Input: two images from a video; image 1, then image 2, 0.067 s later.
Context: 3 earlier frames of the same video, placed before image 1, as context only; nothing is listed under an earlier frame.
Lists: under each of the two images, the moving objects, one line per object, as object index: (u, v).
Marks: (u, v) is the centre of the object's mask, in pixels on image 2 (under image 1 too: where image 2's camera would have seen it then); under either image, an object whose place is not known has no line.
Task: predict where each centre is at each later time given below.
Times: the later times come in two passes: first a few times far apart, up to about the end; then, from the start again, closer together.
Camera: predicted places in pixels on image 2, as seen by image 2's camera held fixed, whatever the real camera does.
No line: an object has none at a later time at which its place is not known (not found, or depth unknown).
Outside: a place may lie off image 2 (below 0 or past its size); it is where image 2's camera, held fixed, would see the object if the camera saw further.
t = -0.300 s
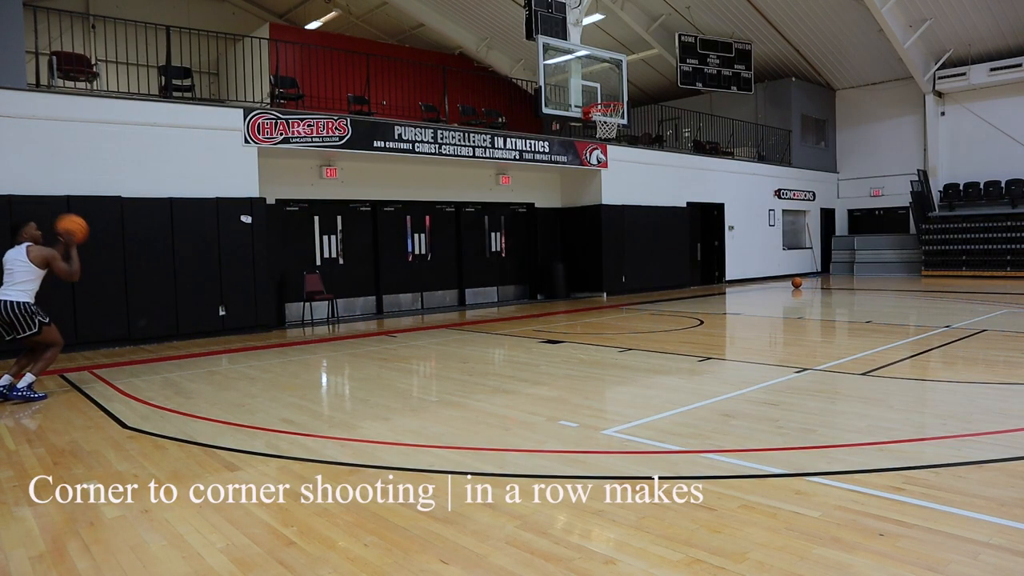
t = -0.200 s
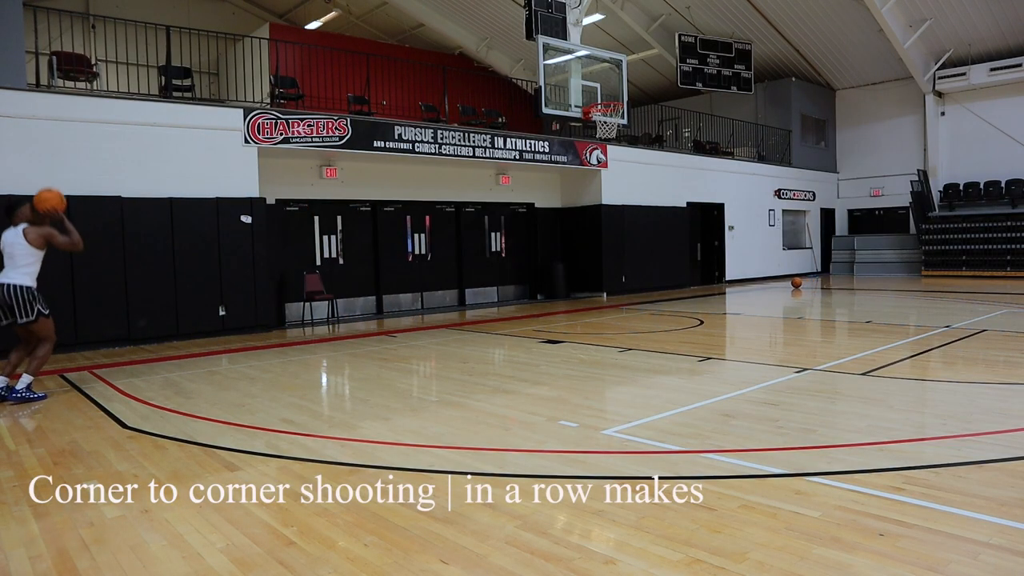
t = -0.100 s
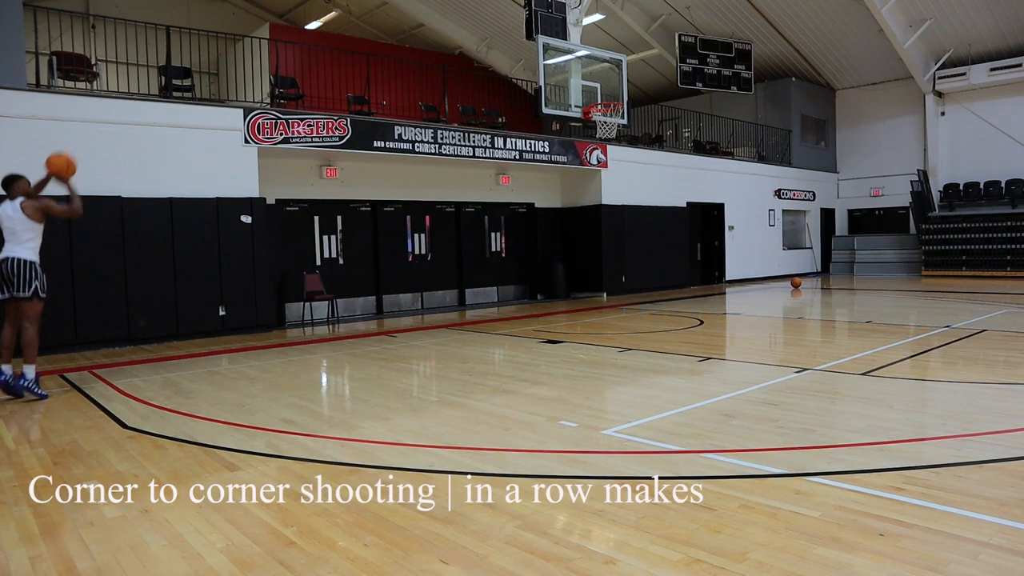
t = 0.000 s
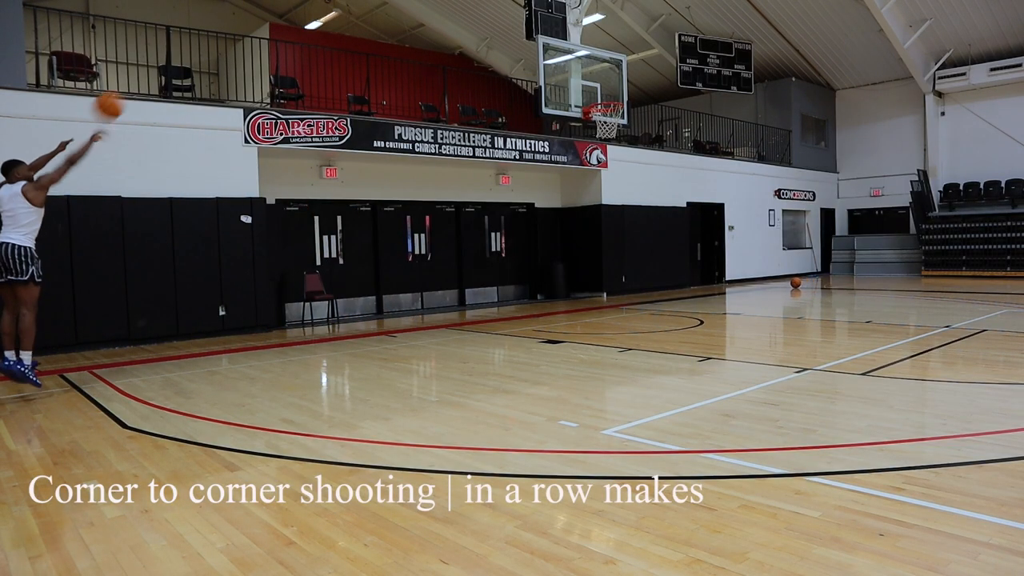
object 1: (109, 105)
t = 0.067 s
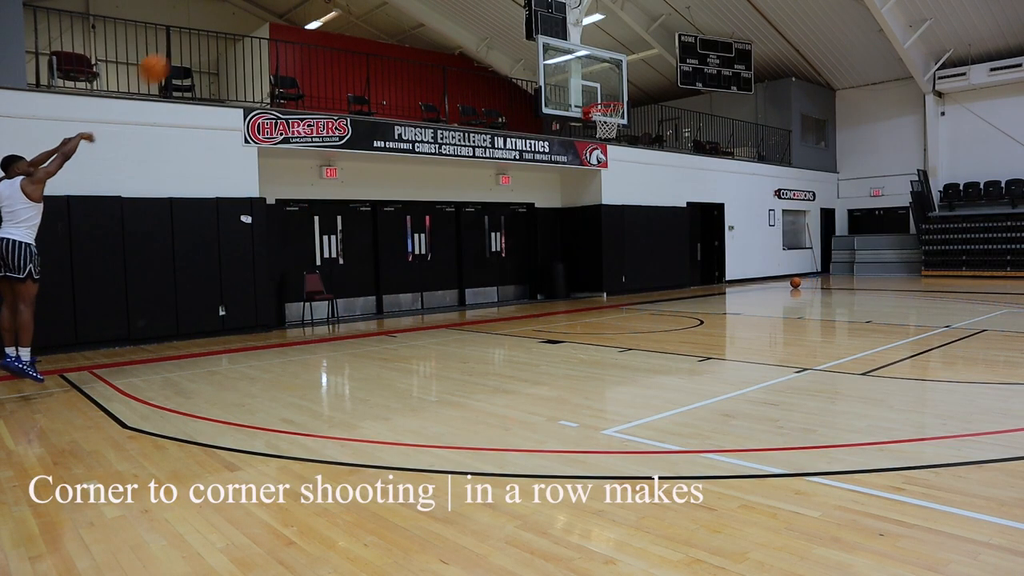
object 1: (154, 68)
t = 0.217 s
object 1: (246, 11)
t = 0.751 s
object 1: (491, 4)
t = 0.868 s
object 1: (531, 27)
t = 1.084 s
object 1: (598, 95)
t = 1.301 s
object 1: (621, 136)
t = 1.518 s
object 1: (630, 186)
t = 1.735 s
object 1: (640, 269)
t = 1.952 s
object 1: (635, 278)
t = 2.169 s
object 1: (616, 230)
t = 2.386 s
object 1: (598, 215)
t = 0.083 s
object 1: (164, 61)
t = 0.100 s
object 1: (175, 52)
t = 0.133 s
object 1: (196, 38)
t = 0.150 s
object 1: (206, 32)
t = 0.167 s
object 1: (217, 25)
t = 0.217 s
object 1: (246, 11)
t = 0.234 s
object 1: (256, 8)
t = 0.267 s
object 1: (275, 5)
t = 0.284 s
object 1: (284, 3)
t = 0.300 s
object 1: (292, 3)
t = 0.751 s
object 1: (491, 4)
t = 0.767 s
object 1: (496, 6)
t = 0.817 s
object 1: (514, 14)
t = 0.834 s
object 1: (520, 18)
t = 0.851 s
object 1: (525, 22)
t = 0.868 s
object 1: (531, 27)
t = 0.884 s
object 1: (535, 30)
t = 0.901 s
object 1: (542, 34)
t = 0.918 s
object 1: (547, 40)
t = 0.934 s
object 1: (552, 44)
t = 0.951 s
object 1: (558, 49)
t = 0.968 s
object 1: (563, 54)
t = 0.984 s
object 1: (568, 61)
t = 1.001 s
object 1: (573, 66)
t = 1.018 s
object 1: (578, 70)
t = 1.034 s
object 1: (584, 77)
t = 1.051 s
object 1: (588, 83)
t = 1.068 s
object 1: (593, 89)
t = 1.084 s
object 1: (598, 95)
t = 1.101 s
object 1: (603, 98)
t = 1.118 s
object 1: (607, 100)
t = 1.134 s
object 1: (611, 109)
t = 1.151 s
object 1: (616, 117)
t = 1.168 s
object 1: (615, 121)
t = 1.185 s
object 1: (617, 125)
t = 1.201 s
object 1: (617, 126)
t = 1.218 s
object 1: (618, 127)
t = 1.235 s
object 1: (618, 129)
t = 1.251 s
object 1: (619, 131)
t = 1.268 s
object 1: (620, 132)
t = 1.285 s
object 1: (620, 134)
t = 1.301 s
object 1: (621, 136)
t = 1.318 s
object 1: (622, 139)
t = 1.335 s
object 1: (622, 142)
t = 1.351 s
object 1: (622, 145)
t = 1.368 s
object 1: (623, 147)
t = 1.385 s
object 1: (624, 151)
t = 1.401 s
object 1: (625, 155)
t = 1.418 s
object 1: (625, 159)
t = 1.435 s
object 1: (626, 163)
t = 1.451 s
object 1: (627, 167)
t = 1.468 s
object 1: (627, 172)
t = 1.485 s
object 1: (628, 176)
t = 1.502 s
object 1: (629, 181)
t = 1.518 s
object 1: (630, 186)
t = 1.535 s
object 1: (630, 191)
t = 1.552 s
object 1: (631, 197)
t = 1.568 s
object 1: (632, 203)
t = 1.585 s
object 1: (632, 209)
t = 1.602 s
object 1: (633, 215)
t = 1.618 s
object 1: (634, 220)
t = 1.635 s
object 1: (635, 227)
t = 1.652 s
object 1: (636, 233)
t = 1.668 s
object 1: (637, 240)
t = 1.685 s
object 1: (637, 247)
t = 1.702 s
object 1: (638, 254)
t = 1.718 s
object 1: (639, 262)
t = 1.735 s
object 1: (640, 269)
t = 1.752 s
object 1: (641, 277)
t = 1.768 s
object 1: (642, 284)
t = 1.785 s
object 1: (643, 292)
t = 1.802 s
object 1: (644, 300)
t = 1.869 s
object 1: (642, 304)
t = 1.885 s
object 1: (641, 298)
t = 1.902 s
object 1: (639, 292)
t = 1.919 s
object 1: (638, 287)
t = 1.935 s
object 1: (636, 283)
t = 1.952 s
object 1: (635, 278)
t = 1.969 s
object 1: (633, 273)
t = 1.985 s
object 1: (632, 269)
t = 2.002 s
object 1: (631, 264)
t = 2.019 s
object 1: (629, 260)
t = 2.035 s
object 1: (628, 256)
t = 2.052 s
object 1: (626, 252)
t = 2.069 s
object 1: (625, 249)
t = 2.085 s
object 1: (623, 245)
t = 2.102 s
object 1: (622, 242)
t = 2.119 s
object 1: (621, 239)
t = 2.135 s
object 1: (619, 235)
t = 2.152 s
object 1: (618, 233)
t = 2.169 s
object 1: (616, 230)
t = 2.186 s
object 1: (615, 228)
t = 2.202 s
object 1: (613, 226)
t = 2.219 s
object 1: (612, 224)
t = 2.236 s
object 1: (611, 222)
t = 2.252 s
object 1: (609, 220)
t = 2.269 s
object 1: (608, 219)
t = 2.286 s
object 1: (606, 218)
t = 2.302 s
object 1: (605, 217)
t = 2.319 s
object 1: (604, 216)
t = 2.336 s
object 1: (602, 215)
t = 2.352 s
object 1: (601, 215)
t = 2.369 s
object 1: (599, 215)
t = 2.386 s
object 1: (598, 215)
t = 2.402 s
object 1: (596, 215)
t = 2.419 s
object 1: (595, 215)
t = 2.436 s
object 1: (593, 216)
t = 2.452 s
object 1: (592, 217)
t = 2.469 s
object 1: (591, 218)
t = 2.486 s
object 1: (589, 219)
